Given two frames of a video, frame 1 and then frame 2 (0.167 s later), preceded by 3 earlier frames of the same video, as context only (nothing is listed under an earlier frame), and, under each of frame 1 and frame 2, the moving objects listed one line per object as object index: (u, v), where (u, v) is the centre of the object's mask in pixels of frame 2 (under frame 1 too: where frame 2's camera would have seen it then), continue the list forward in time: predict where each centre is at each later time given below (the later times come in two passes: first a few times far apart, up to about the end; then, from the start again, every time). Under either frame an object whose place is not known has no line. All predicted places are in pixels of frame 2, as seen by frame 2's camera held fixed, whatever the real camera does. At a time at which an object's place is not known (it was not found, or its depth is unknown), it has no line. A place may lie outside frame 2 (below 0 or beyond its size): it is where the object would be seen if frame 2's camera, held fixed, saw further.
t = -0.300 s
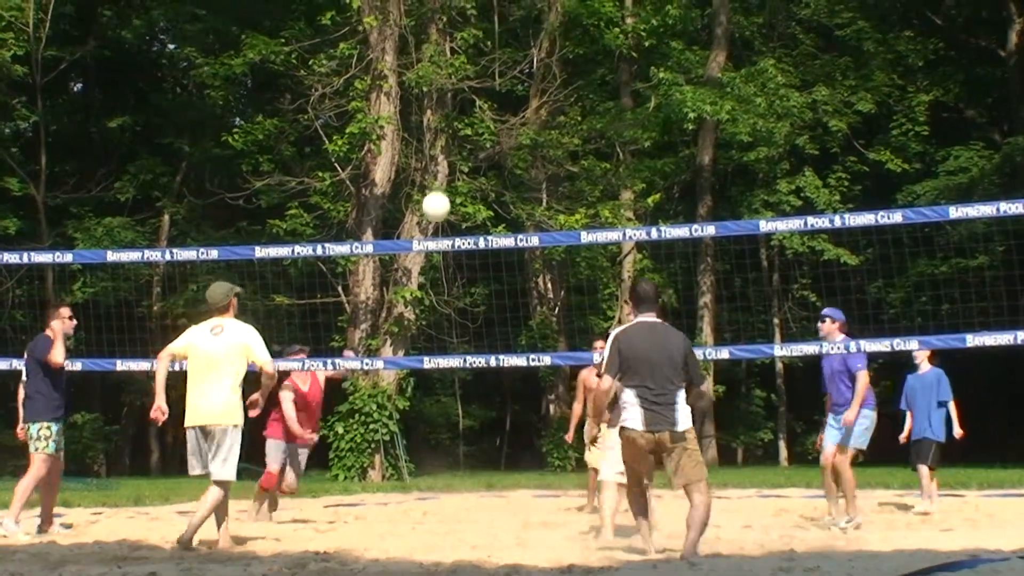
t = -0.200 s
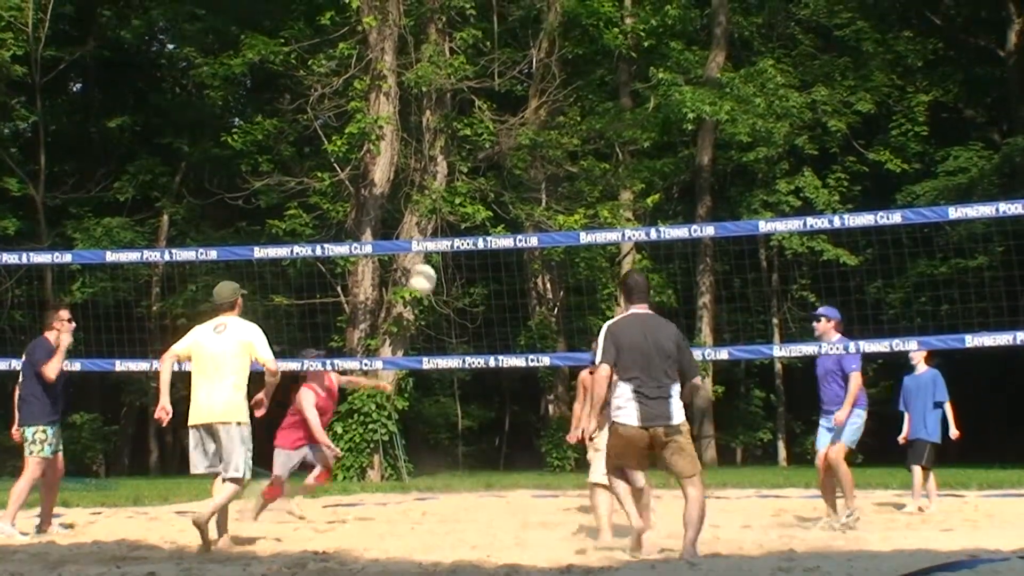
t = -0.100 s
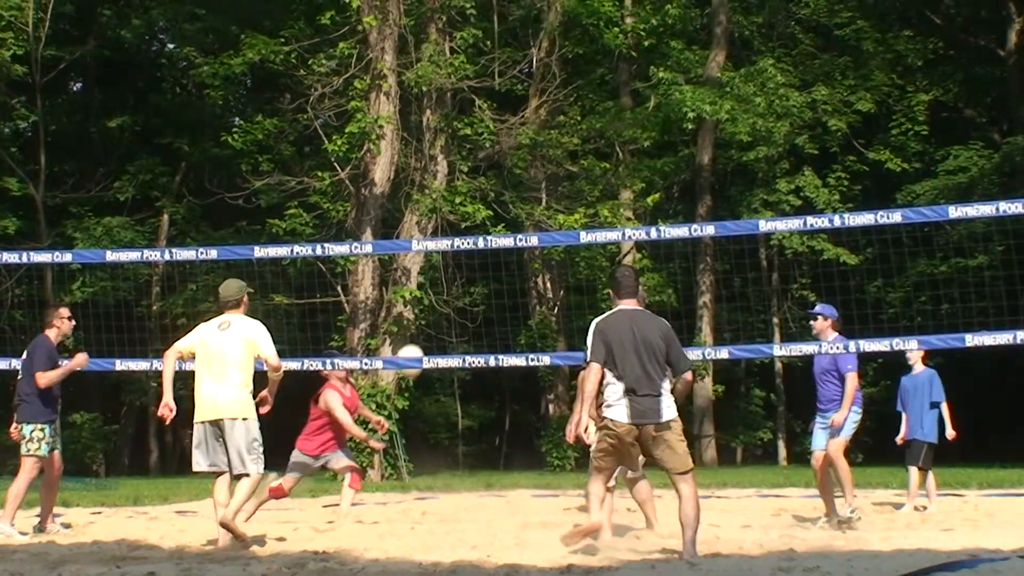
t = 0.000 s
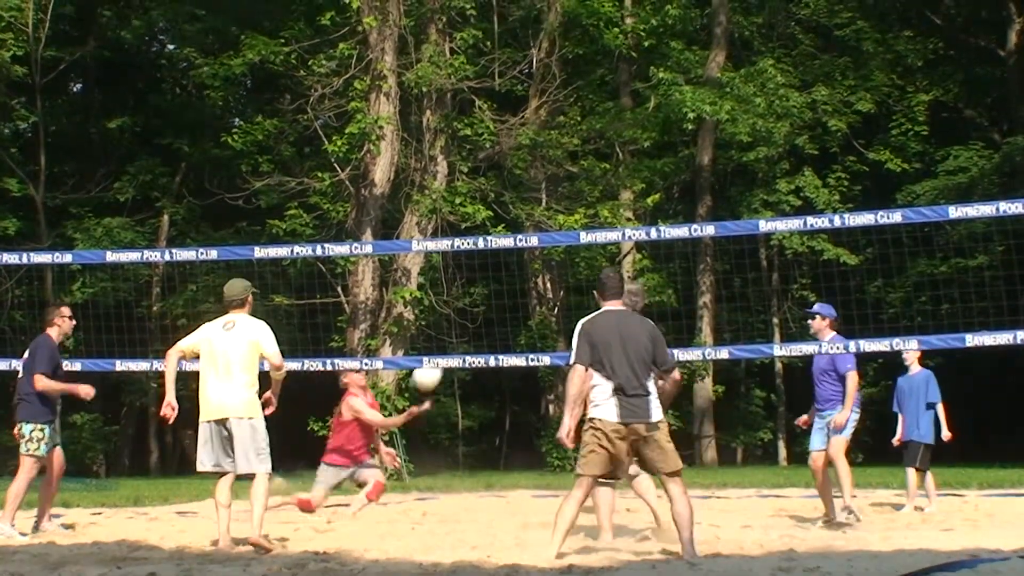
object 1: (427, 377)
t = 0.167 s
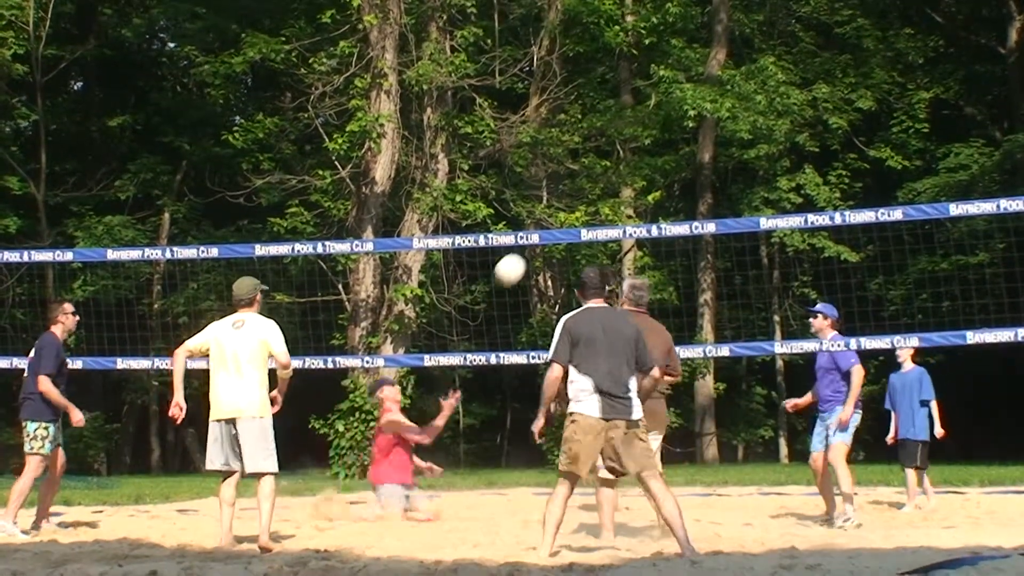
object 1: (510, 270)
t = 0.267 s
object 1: (558, 221)
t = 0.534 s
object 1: (686, 163)
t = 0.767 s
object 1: (799, 180)
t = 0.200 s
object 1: (525, 256)
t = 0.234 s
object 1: (540, 249)
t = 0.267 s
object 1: (558, 221)
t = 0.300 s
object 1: (575, 212)
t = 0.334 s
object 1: (590, 201)
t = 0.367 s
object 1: (607, 191)
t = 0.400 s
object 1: (623, 182)
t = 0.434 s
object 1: (639, 175)
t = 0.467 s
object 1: (655, 169)
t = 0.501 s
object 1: (670, 166)
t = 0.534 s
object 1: (686, 163)
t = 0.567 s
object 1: (703, 161)
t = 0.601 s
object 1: (718, 161)
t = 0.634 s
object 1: (734, 162)
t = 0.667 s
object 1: (750, 164)
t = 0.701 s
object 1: (766, 168)
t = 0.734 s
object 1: (782, 172)
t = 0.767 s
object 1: (799, 180)
